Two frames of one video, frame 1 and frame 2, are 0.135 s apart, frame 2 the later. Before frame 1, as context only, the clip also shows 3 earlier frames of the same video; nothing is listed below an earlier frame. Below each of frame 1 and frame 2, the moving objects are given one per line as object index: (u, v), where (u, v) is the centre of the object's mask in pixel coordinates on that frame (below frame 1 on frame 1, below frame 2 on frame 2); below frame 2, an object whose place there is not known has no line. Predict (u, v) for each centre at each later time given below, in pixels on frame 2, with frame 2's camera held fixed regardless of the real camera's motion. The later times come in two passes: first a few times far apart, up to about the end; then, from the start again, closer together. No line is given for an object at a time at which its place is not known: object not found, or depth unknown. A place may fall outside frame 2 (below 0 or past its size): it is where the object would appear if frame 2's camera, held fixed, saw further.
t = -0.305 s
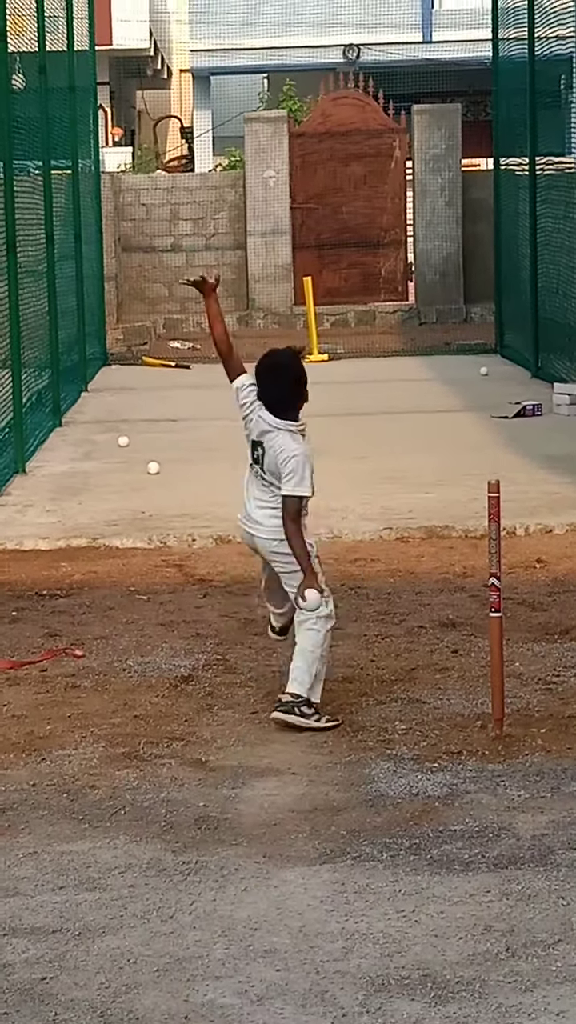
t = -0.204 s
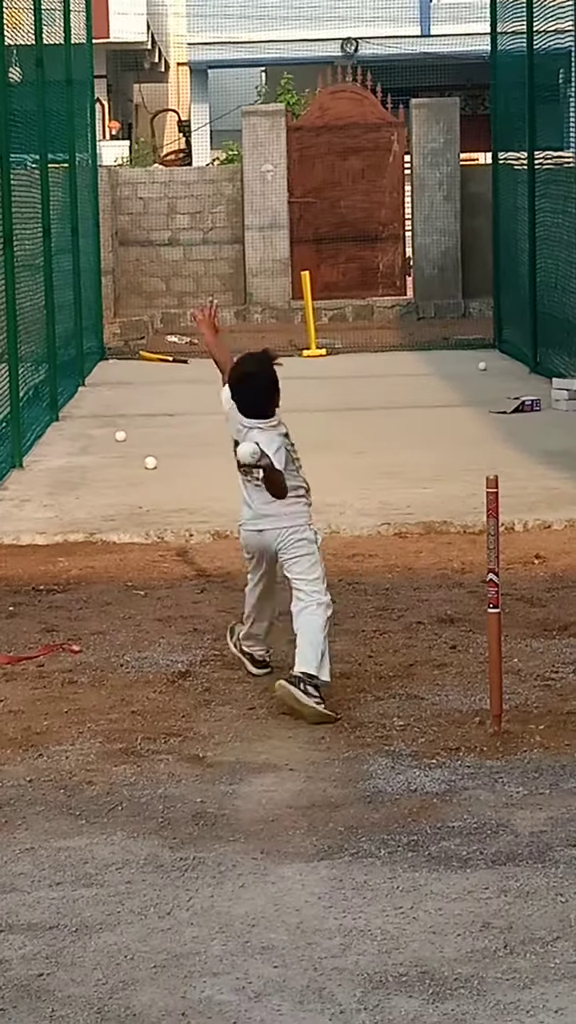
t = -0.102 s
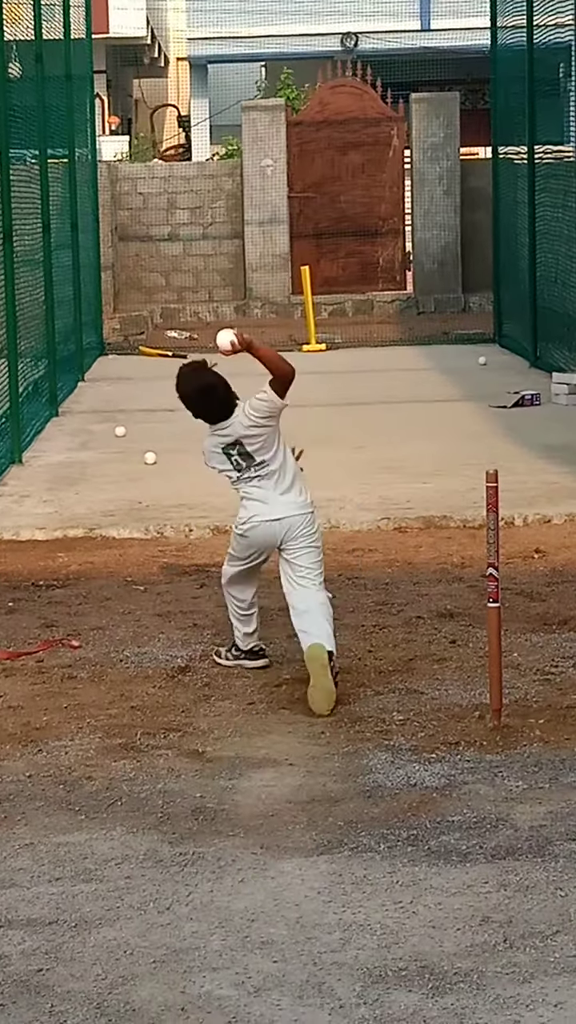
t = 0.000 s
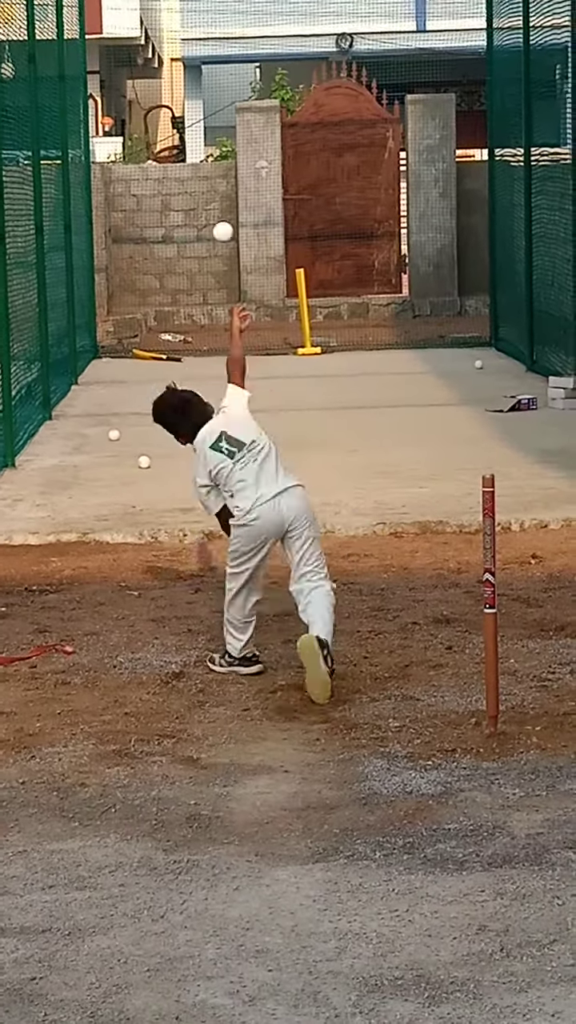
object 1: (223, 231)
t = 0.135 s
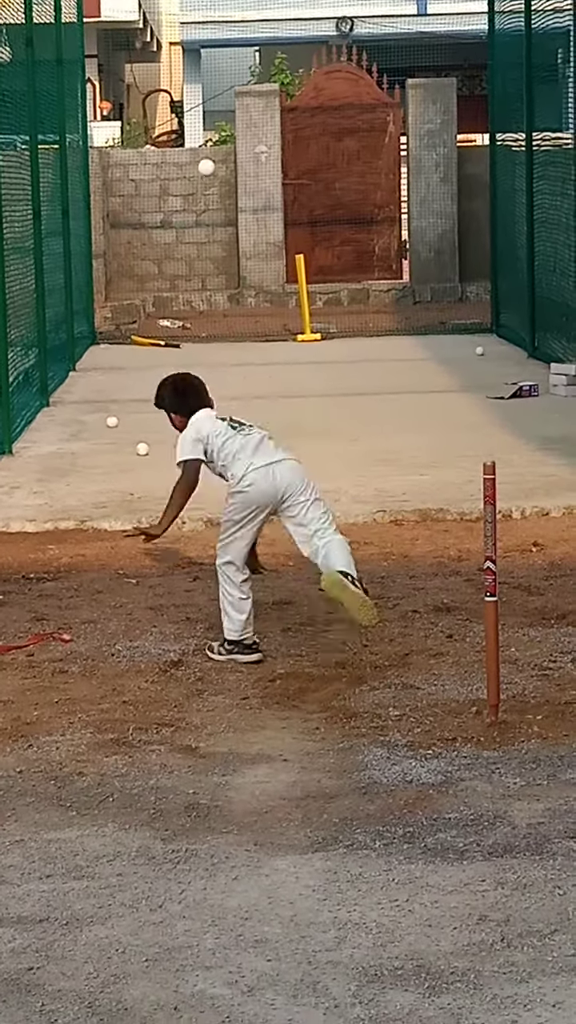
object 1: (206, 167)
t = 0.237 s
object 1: (199, 163)
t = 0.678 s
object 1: (181, 310)
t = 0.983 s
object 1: (175, 309)
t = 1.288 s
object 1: (182, 311)
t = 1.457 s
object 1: (193, 339)
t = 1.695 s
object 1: (202, 336)
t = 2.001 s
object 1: (213, 356)
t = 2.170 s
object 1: (220, 360)
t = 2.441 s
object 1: (234, 366)
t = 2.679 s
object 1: (249, 375)
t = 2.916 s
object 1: (265, 382)
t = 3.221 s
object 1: (287, 390)
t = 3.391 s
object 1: (299, 395)
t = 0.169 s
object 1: (203, 163)
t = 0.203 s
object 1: (200, 162)
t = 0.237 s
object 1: (199, 163)
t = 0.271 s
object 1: (196, 166)
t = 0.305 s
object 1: (194, 171)
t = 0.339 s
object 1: (192, 178)
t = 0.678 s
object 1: (181, 310)
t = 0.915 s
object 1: (176, 323)
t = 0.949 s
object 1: (176, 315)
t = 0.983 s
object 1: (175, 309)
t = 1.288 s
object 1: (182, 311)
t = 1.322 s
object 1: (184, 318)
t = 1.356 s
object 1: (186, 326)
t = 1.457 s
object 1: (193, 339)
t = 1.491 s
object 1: (194, 334)
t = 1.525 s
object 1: (196, 332)
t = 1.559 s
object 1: (197, 329)
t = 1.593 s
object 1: (198, 329)
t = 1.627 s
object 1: (200, 330)
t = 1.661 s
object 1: (201, 332)
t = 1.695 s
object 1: (202, 336)
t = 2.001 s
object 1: (213, 356)
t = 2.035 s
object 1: (215, 356)
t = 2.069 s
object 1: (217, 355)
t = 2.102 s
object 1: (218, 356)
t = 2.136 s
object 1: (220, 357)
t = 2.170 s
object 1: (220, 360)
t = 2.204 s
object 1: (222, 361)
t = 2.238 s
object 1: (224, 361)
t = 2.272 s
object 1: (227, 361)
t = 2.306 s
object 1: (229, 362)
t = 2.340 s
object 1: (230, 365)
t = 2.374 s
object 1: (231, 365)
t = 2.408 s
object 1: (233, 365)
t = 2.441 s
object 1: (234, 366)
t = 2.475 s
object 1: (235, 369)
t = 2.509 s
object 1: (238, 370)
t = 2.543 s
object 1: (240, 371)
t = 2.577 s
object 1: (241, 372)
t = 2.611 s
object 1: (244, 374)
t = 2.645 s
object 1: (247, 374)
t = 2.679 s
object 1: (249, 375)
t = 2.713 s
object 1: (251, 376)
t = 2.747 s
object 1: (254, 376)
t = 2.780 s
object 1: (256, 377)
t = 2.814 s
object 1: (258, 378)
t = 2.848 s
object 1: (260, 380)
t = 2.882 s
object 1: (262, 381)
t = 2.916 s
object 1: (265, 382)
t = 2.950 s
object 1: (267, 383)
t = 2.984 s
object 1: (270, 383)
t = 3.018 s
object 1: (273, 384)
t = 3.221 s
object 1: (287, 390)
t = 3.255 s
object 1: (290, 392)
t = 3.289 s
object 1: (292, 392)
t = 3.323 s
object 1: (295, 393)
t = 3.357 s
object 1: (296, 395)
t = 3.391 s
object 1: (299, 395)
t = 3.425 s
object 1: (301, 396)
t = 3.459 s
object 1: (303, 397)
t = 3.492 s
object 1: (305, 397)
